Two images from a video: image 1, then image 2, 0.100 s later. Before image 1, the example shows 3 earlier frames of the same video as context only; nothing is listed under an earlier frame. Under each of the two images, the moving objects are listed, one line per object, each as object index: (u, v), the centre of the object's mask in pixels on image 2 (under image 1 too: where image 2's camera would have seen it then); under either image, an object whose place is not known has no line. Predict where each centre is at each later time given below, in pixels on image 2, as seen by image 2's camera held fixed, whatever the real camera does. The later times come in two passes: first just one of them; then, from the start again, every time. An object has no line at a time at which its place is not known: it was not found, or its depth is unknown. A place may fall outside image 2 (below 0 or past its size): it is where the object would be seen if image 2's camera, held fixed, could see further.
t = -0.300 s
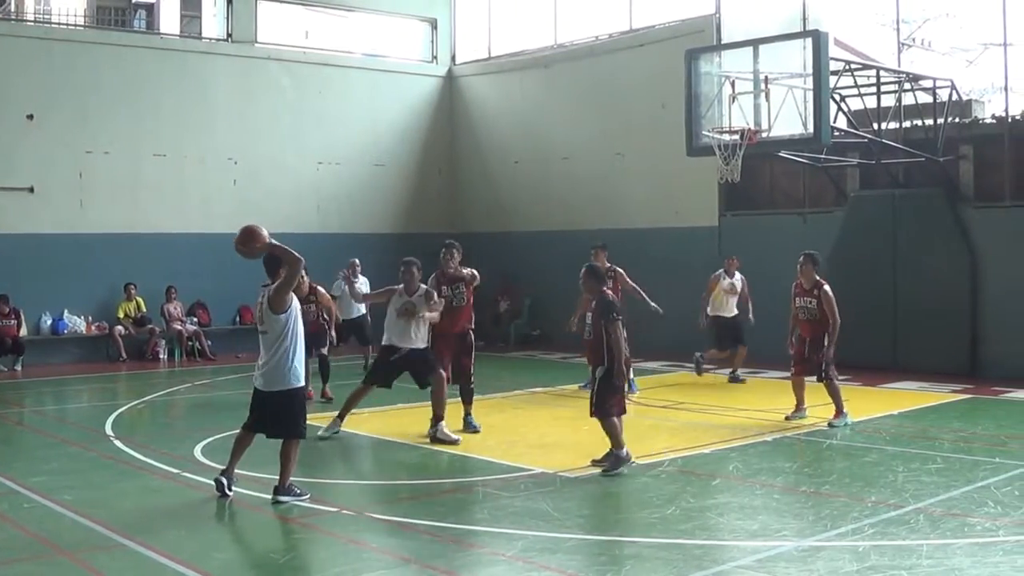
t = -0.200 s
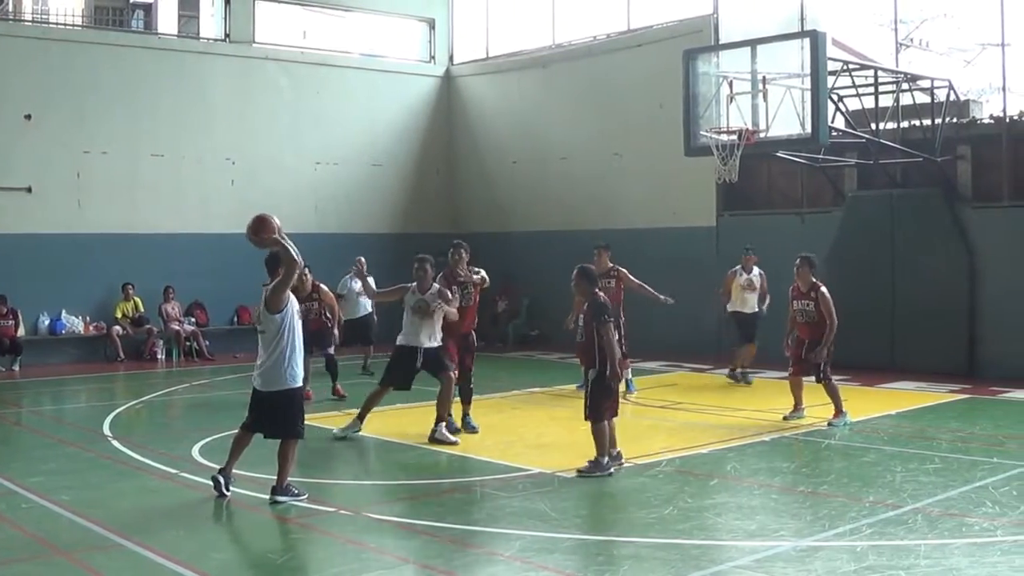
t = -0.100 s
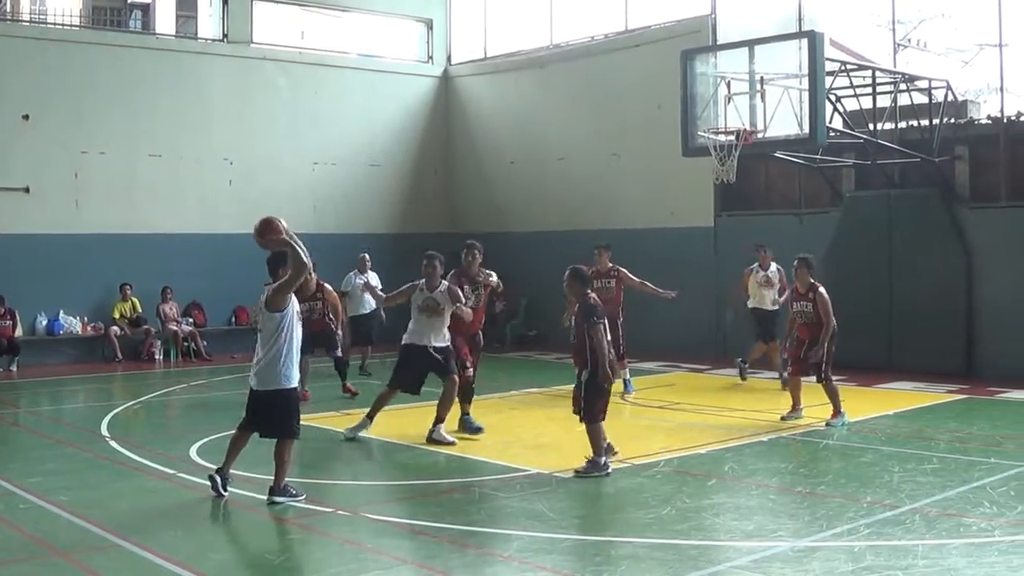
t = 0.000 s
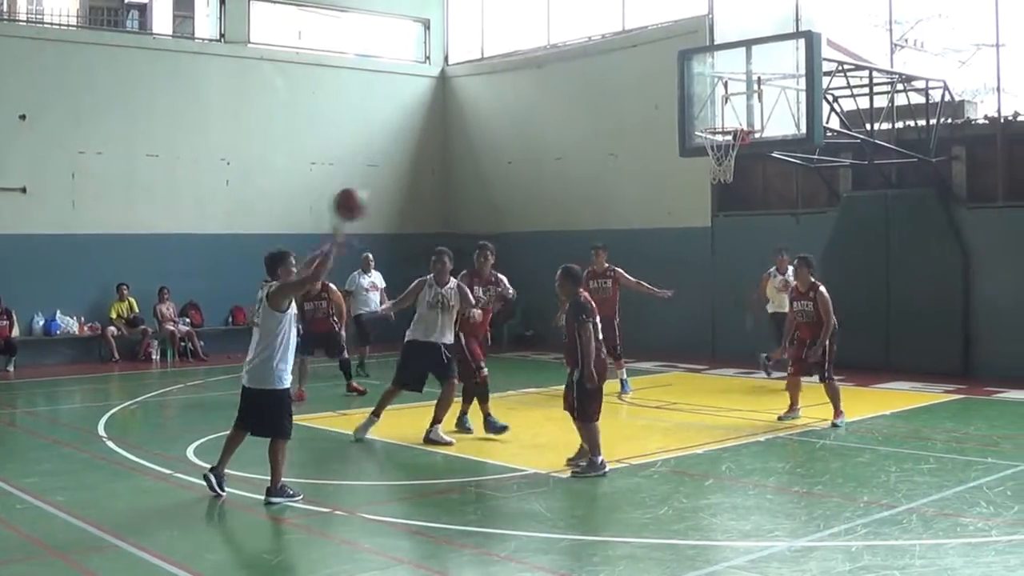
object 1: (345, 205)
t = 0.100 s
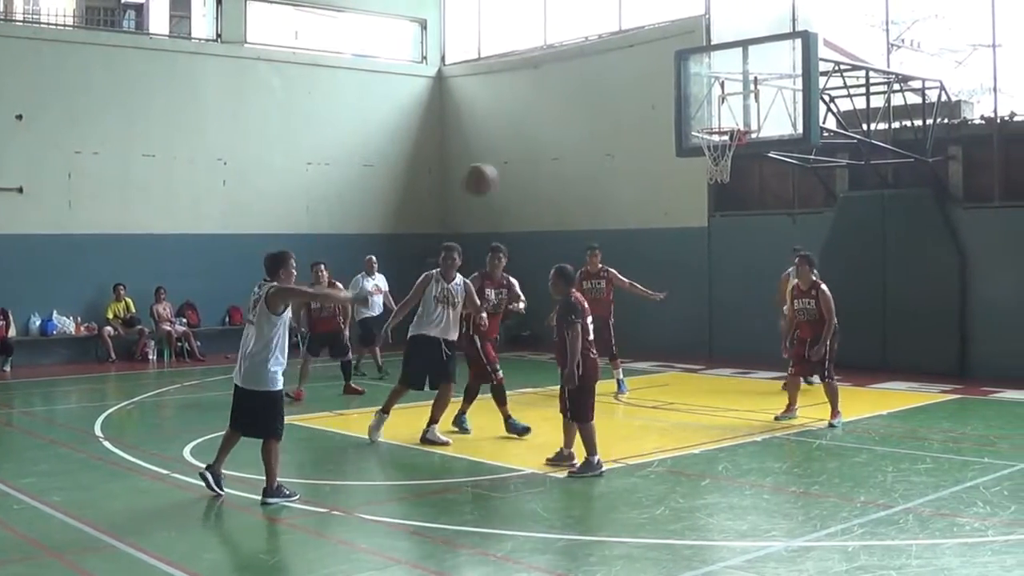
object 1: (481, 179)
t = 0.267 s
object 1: (695, 174)
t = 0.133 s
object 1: (523, 175)
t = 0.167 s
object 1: (567, 172)
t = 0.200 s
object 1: (609, 172)
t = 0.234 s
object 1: (652, 172)
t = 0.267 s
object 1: (695, 174)
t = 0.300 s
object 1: (740, 180)
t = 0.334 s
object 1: (778, 187)
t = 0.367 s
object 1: (820, 190)
